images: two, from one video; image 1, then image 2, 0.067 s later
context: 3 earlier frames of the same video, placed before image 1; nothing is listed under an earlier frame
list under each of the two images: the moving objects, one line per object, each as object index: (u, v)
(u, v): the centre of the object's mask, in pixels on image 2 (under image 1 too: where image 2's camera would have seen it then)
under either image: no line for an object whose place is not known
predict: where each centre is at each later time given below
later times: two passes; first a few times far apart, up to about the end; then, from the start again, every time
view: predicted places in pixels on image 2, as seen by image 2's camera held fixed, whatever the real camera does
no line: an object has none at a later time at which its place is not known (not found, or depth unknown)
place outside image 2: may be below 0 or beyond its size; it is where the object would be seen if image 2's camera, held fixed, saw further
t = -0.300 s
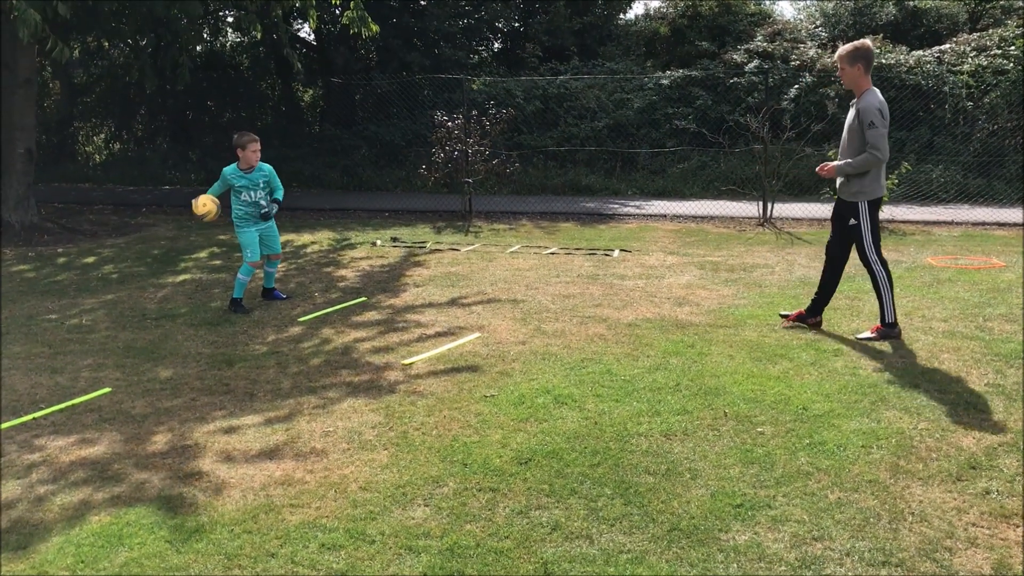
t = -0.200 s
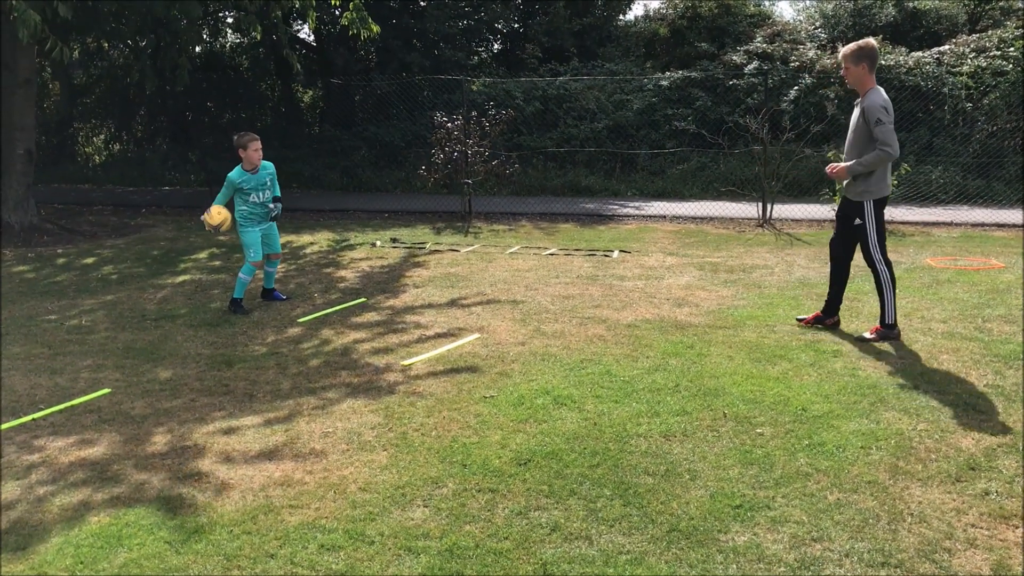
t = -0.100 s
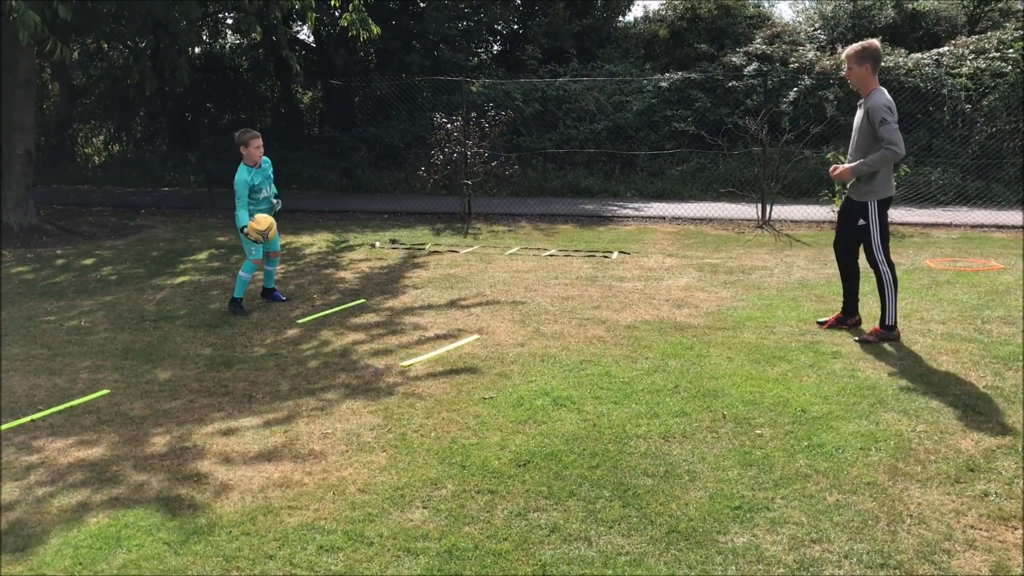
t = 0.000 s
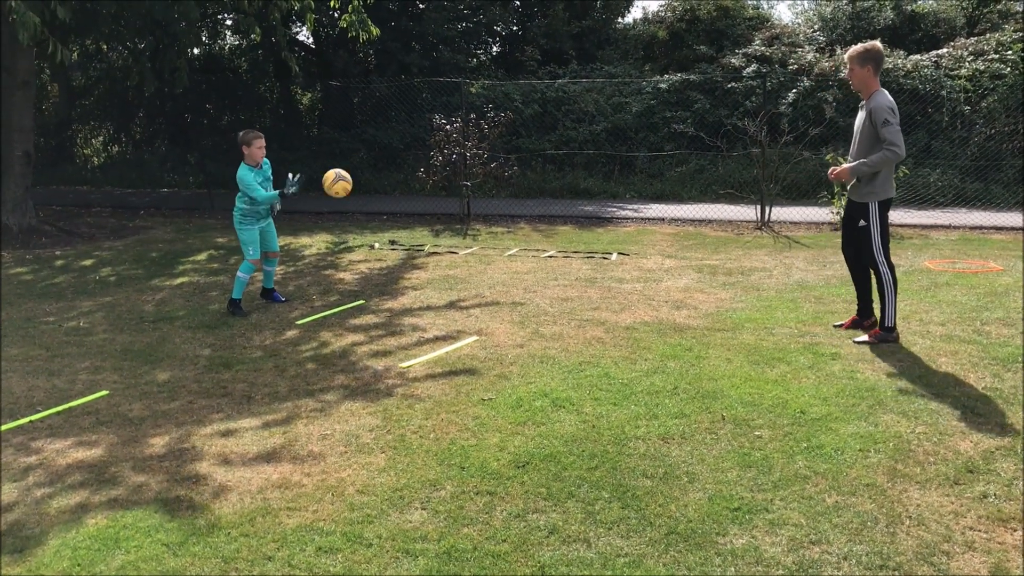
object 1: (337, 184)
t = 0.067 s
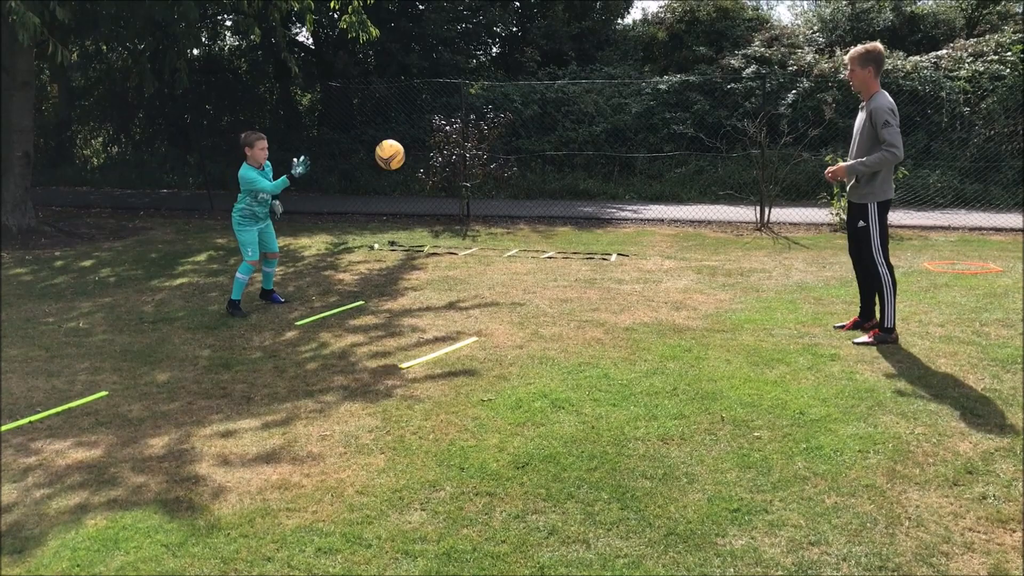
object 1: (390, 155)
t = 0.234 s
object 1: (529, 107)
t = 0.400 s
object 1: (675, 99)
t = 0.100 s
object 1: (417, 142)
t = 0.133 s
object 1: (445, 131)
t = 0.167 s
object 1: (472, 121)
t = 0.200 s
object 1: (500, 113)
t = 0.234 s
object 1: (529, 107)
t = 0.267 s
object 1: (558, 102)
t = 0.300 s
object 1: (586, 99)
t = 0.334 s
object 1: (616, 97)
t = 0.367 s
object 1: (645, 98)
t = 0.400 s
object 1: (675, 99)
